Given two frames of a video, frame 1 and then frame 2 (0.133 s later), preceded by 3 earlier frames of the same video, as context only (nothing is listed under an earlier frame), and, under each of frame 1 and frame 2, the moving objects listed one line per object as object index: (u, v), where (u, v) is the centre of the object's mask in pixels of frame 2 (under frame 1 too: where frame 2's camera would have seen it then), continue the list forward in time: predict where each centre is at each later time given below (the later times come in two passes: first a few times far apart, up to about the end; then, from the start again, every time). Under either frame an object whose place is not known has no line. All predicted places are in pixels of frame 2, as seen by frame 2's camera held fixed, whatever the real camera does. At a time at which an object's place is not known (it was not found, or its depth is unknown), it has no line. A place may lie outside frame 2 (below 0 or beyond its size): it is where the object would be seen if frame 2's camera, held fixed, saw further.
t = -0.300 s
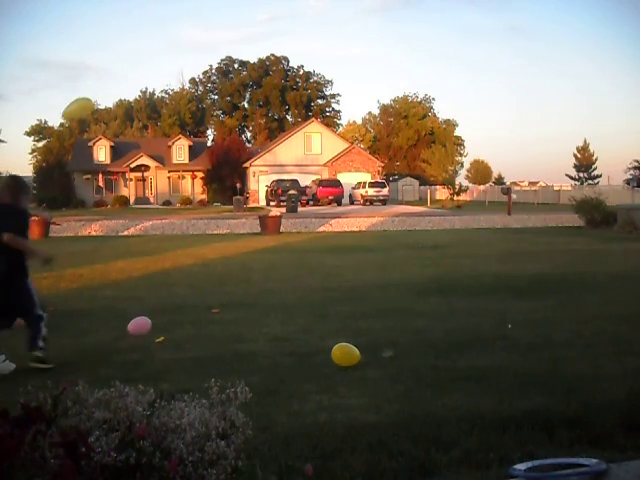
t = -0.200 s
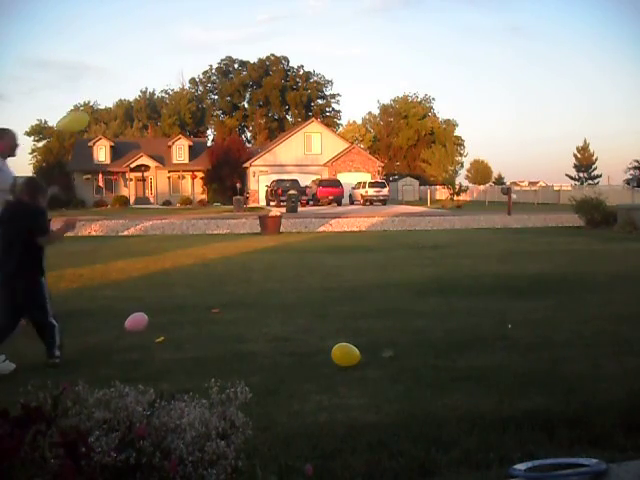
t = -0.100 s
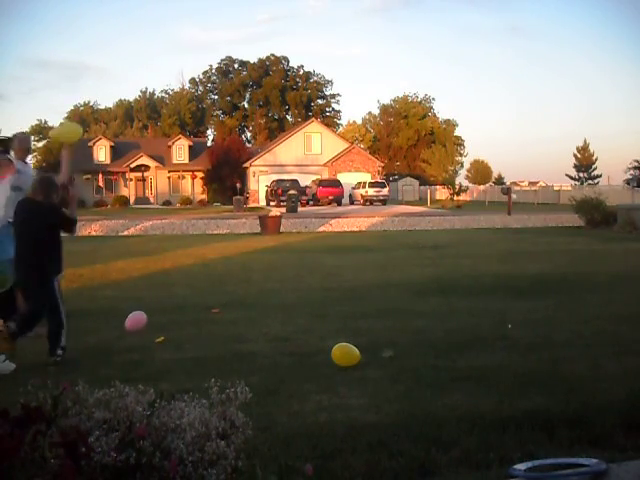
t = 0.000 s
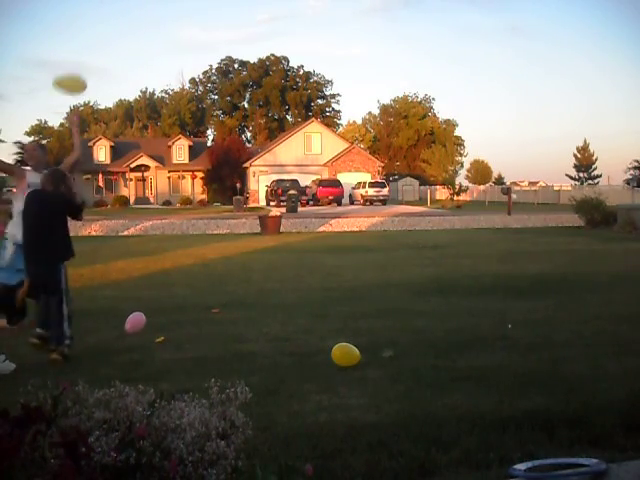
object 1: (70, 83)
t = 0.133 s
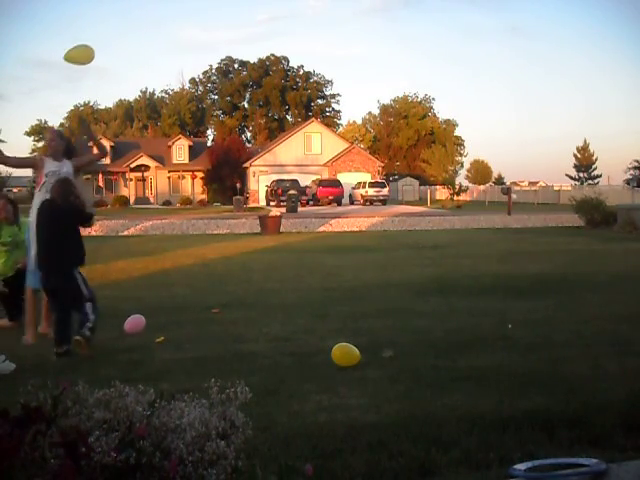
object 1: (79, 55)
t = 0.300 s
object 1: (83, 45)
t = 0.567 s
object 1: (71, 34)
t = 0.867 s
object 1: (63, 26)
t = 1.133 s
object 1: (57, 35)
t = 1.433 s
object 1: (51, 66)
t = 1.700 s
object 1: (45, 104)
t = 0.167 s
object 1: (82, 51)
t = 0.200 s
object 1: (83, 49)
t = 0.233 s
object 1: (84, 47)
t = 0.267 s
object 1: (84, 46)
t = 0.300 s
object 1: (83, 45)
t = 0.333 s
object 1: (82, 44)
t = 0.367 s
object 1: (81, 43)
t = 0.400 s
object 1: (79, 42)
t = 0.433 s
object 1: (77, 41)
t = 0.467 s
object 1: (76, 39)
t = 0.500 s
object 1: (74, 37)
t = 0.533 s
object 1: (73, 36)
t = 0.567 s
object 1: (71, 34)
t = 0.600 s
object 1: (70, 33)
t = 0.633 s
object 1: (69, 31)
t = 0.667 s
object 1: (68, 30)
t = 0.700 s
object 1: (67, 28)
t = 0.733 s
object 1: (66, 28)
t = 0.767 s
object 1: (66, 27)
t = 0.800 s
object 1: (65, 27)
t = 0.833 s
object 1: (64, 26)
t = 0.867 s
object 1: (63, 26)
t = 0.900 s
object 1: (62, 27)
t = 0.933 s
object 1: (62, 27)
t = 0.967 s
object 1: (61, 28)
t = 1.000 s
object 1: (60, 29)
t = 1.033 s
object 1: (59, 30)
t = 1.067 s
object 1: (59, 32)
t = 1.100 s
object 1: (58, 34)
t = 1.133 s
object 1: (57, 35)
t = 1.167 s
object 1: (57, 38)
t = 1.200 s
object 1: (56, 40)
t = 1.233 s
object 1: (55, 43)
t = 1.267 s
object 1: (55, 46)
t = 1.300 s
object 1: (54, 50)
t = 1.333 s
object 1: (53, 53)
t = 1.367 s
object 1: (53, 57)
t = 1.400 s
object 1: (52, 61)
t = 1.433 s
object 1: (51, 66)
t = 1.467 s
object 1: (51, 70)
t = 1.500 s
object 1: (50, 75)
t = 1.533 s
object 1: (49, 79)
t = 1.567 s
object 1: (48, 84)
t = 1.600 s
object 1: (48, 89)
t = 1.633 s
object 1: (47, 94)
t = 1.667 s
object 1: (46, 99)
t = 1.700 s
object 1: (45, 104)
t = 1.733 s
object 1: (43, 109)
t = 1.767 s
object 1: (42, 114)
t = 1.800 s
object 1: (40, 119)
